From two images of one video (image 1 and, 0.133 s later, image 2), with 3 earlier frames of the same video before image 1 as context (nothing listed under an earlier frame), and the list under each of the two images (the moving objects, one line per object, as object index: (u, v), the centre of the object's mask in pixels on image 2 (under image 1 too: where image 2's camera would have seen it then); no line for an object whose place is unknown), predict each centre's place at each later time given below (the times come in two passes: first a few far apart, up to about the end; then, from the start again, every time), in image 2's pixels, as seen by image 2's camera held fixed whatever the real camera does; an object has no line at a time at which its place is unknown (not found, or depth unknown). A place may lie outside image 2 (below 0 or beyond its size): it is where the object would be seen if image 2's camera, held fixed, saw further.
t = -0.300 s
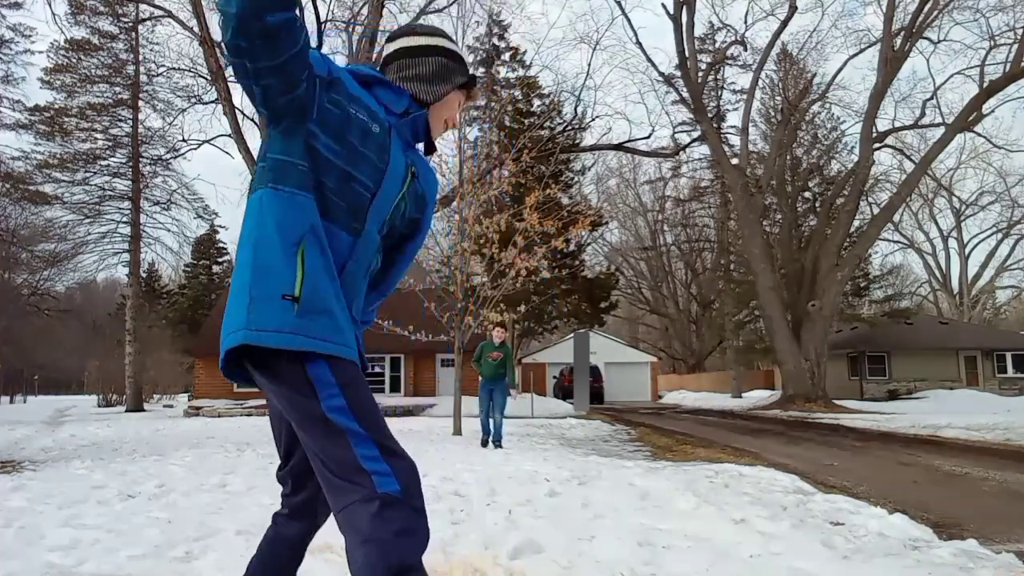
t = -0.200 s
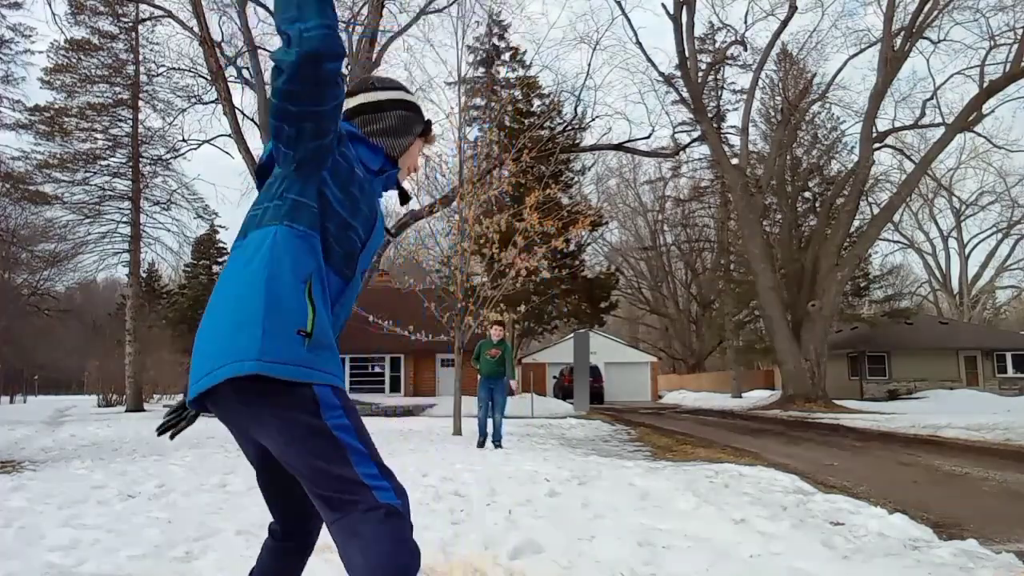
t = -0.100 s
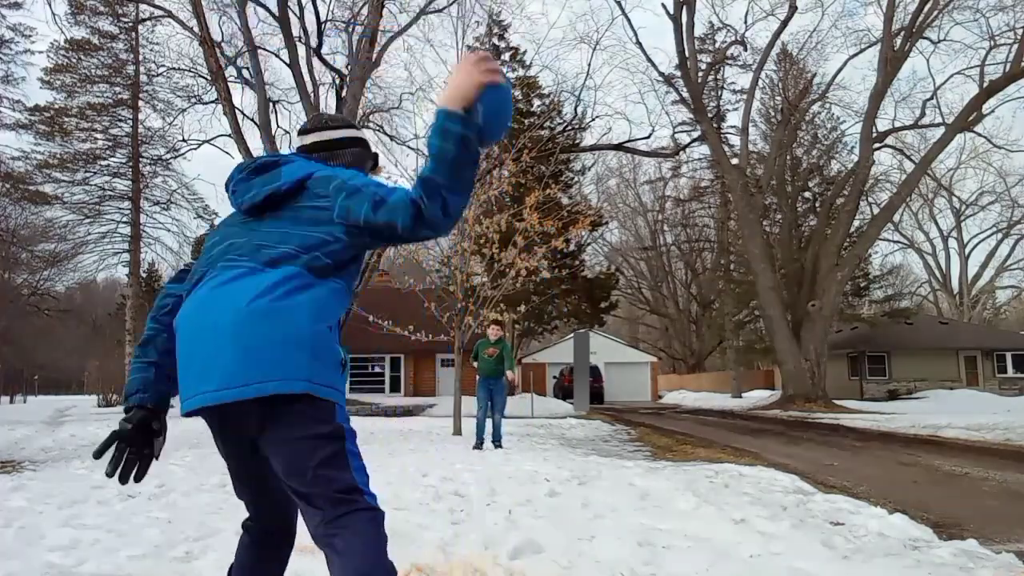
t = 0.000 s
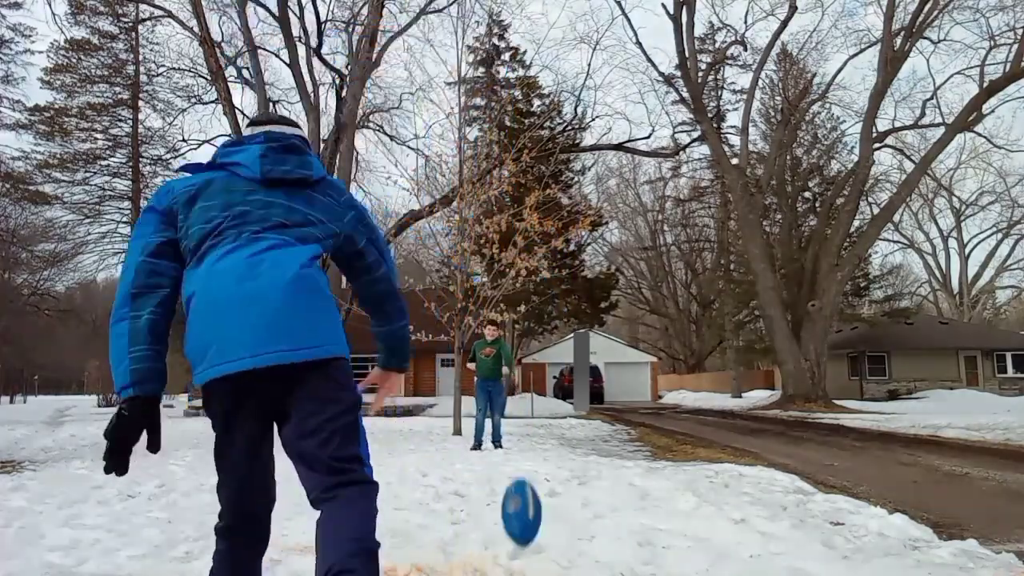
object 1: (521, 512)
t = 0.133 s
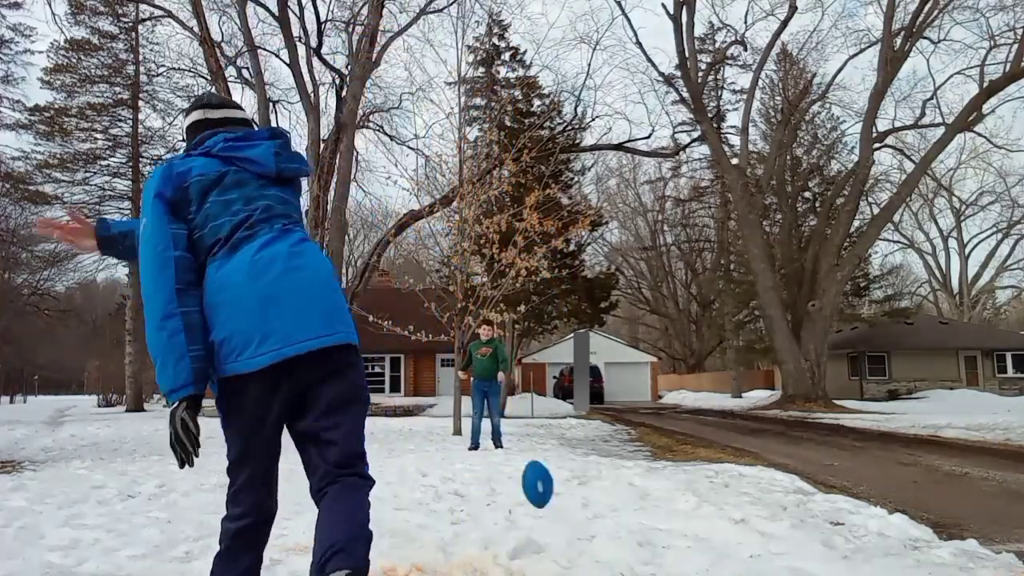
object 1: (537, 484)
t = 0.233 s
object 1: (555, 438)
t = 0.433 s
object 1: (578, 430)
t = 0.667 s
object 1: (594, 461)
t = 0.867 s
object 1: (614, 428)
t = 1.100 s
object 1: (633, 455)
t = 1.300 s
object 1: (654, 459)
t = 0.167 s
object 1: (545, 463)
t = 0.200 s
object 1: (550, 451)
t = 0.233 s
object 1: (555, 438)
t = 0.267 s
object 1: (561, 432)
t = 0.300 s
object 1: (564, 427)
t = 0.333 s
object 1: (569, 424)
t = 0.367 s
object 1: (571, 425)
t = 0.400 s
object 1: (574, 425)
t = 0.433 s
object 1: (578, 430)
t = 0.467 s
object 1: (579, 435)
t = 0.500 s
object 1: (582, 442)
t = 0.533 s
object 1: (584, 451)
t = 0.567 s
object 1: (586, 459)
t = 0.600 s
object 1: (587, 471)
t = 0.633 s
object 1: (590, 473)
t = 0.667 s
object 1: (594, 461)
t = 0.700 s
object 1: (598, 451)
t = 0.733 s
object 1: (601, 443)
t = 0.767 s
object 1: (605, 437)
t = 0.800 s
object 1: (607, 432)
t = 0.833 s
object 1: (611, 429)
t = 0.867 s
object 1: (614, 428)
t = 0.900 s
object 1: (617, 428)
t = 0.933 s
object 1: (620, 429)
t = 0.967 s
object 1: (622, 431)
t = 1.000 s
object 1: (626, 435)
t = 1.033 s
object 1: (629, 440)
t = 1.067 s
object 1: (631, 447)
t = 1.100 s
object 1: (633, 455)
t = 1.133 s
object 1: (636, 457)
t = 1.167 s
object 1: (640, 458)
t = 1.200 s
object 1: (645, 459)
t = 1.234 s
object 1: (649, 459)
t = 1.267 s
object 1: (651, 460)
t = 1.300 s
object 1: (654, 459)
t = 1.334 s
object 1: (658, 459)
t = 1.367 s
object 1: (660, 460)
